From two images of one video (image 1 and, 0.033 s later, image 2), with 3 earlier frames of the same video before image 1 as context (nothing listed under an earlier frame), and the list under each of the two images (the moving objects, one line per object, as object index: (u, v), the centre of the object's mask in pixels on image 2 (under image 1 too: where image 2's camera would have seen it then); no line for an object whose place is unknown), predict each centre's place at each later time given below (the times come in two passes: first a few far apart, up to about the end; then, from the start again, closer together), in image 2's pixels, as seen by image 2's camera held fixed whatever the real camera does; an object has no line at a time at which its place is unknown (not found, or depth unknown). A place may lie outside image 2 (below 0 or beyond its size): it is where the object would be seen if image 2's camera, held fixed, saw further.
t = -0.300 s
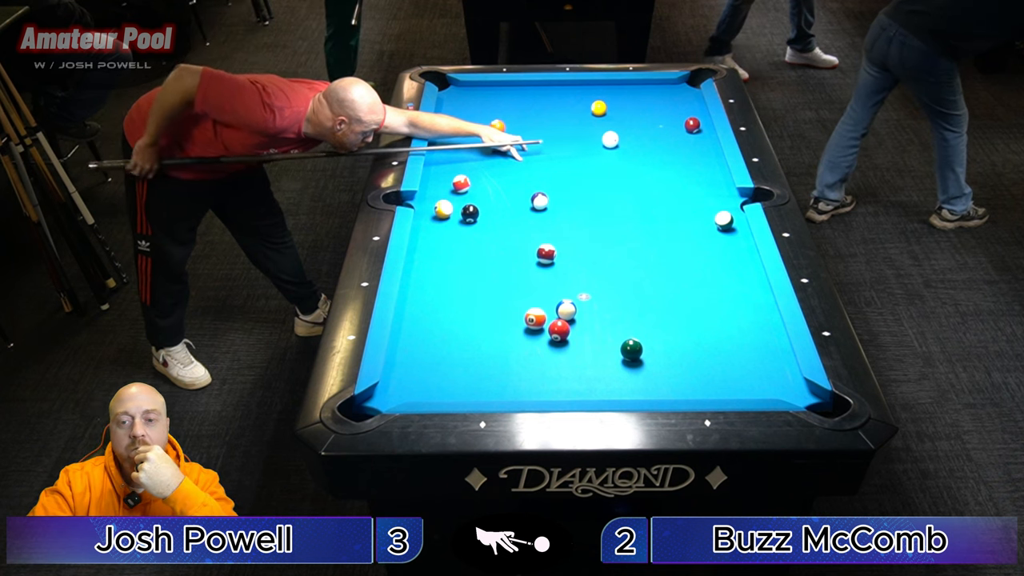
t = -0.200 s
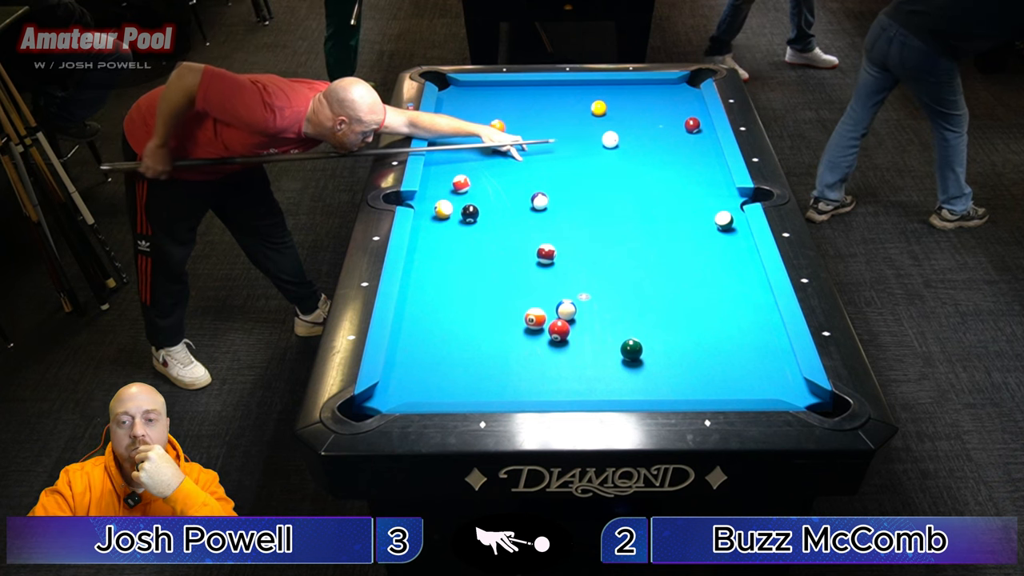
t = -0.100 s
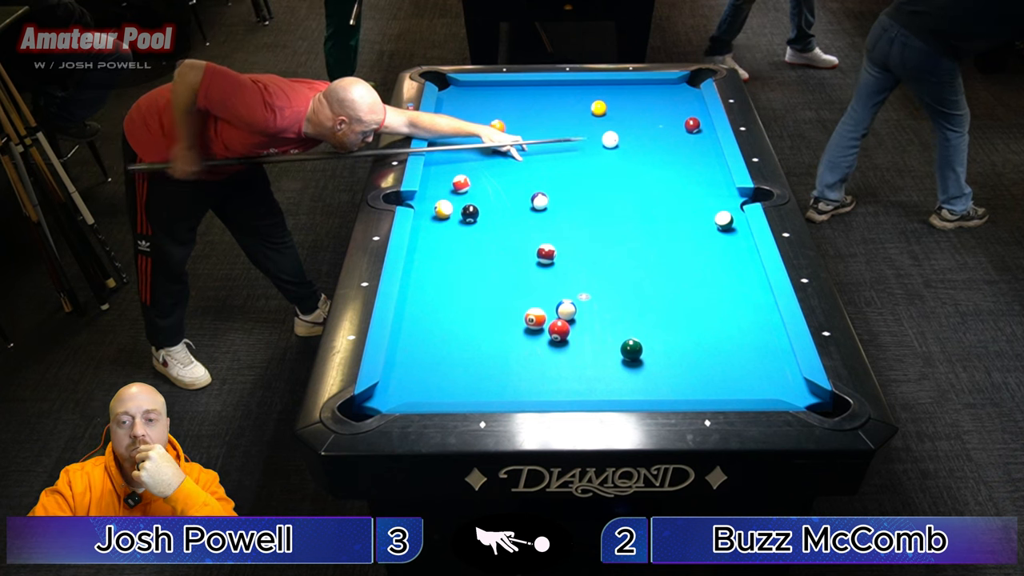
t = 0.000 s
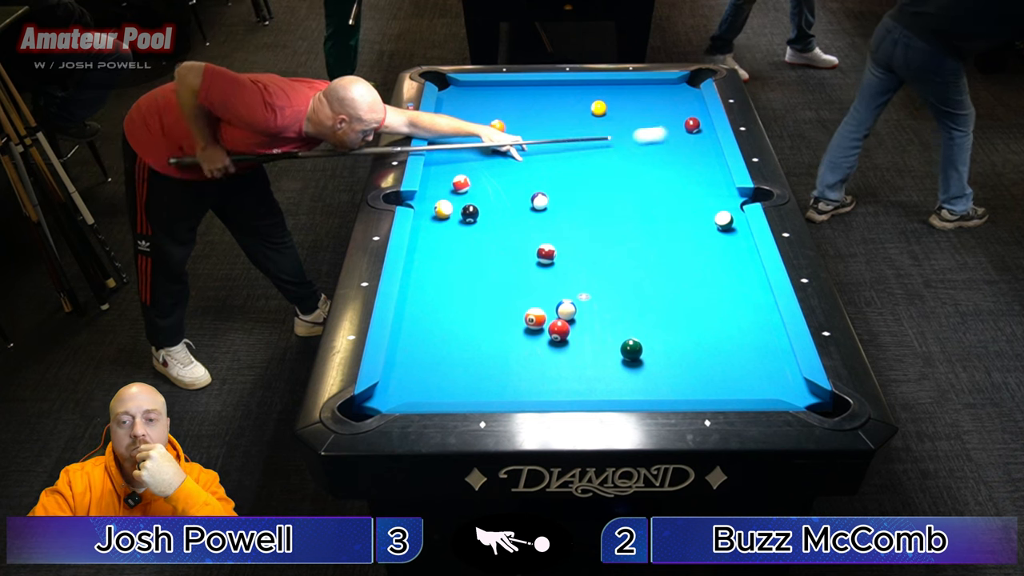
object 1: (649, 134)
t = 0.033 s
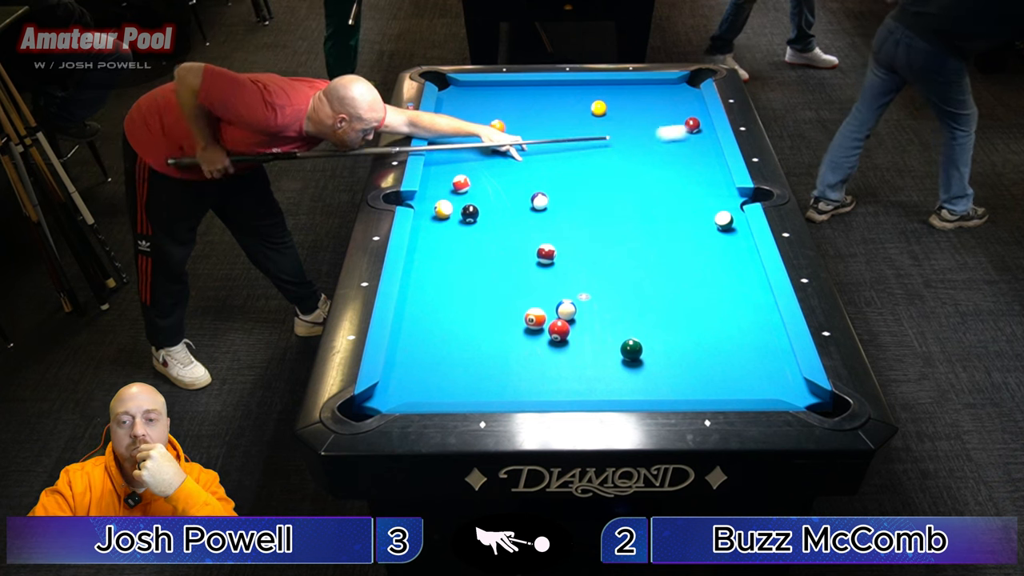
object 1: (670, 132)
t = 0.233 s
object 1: (651, 134)
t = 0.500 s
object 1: (560, 139)
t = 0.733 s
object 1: (480, 143)
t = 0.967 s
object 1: (456, 146)
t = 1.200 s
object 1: (501, 147)
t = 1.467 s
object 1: (552, 147)
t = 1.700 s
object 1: (595, 148)
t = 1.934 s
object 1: (638, 149)
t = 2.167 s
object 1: (679, 150)
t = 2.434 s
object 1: (708, 151)
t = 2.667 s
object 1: (684, 151)
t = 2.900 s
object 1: (661, 152)
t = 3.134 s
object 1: (639, 153)
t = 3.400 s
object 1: (615, 153)
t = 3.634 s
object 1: (596, 154)
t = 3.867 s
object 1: (578, 155)
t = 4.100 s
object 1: (562, 156)
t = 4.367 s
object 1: (544, 156)
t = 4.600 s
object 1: (530, 157)
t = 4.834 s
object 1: (517, 158)
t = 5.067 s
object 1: (505, 159)
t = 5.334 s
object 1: (493, 159)
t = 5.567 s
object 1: (484, 160)
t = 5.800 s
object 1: (476, 160)
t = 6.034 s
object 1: (470, 161)
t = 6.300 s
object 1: (464, 161)
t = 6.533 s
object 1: (460, 162)
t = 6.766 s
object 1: (457, 162)
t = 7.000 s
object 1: (455, 163)
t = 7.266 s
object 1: (455, 163)
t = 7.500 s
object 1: (455, 163)
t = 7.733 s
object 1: (455, 163)
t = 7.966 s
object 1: (455, 163)
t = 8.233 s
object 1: (455, 163)
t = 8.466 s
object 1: (455, 163)
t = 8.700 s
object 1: (455, 163)
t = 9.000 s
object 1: (453, 161)
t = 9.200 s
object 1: (455, 162)
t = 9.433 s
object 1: (455, 163)
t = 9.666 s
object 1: (455, 163)
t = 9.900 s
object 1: (455, 163)
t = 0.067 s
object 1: (693, 131)
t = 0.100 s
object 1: (704, 132)
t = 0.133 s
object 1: (691, 132)
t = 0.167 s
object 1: (676, 133)
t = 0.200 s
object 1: (664, 134)
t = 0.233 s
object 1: (651, 134)
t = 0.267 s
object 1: (640, 135)
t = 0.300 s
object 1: (628, 135)
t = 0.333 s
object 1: (617, 136)
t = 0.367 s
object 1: (605, 137)
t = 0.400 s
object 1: (594, 137)
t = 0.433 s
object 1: (583, 138)
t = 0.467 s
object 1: (571, 138)
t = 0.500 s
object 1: (560, 139)
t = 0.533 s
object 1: (548, 140)
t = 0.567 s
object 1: (537, 140)
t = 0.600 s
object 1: (526, 141)
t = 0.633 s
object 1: (515, 141)
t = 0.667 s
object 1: (503, 142)
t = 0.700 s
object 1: (492, 143)
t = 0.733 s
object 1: (480, 143)
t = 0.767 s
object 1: (469, 143)
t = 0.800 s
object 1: (458, 144)
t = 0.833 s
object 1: (447, 145)
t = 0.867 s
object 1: (437, 145)
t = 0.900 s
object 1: (441, 145)
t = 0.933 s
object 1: (449, 145)
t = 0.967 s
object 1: (456, 146)
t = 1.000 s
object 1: (462, 146)
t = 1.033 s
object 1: (469, 146)
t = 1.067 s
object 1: (475, 146)
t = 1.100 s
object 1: (482, 146)
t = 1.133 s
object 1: (488, 146)
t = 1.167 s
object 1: (495, 146)
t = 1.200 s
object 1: (501, 147)
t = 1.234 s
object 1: (508, 147)
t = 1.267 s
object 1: (514, 147)
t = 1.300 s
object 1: (520, 147)
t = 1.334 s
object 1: (527, 147)
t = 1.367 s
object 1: (533, 147)
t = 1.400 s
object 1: (540, 147)
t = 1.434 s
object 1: (546, 147)
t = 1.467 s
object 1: (552, 147)
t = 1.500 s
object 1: (558, 148)
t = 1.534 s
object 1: (564, 148)
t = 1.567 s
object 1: (571, 148)
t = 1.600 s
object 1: (577, 148)
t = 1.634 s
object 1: (583, 148)
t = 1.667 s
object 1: (589, 148)
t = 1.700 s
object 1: (595, 148)
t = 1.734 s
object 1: (601, 148)
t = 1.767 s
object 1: (607, 148)
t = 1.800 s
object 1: (614, 148)
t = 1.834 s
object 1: (620, 149)
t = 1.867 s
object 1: (626, 149)
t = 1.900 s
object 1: (631, 149)
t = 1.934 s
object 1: (638, 149)
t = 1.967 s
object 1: (644, 149)
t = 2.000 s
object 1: (650, 149)
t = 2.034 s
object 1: (655, 149)
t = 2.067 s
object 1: (661, 149)
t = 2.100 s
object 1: (667, 150)
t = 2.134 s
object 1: (673, 150)
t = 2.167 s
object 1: (679, 150)
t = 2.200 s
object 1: (684, 150)
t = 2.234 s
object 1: (690, 150)
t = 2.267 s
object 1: (696, 150)
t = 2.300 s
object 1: (701, 150)
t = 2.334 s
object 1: (707, 150)
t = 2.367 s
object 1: (713, 150)
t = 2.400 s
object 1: (711, 151)
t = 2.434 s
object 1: (708, 151)
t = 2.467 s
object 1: (704, 151)
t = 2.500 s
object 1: (701, 151)
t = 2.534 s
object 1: (697, 151)
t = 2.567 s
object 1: (694, 151)
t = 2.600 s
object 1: (690, 151)
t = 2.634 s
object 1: (687, 151)
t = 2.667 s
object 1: (684, 151)
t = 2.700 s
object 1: (680, 152)
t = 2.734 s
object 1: (677, 152)
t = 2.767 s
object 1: (673, 152)
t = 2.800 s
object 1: (670, 152)
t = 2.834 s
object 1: (667, 152)
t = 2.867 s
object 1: (664, 152)
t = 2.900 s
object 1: (661, 152)
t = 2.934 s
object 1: (658, 152)
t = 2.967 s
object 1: (655, 152)
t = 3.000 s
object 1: (651, 152)
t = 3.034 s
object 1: (648, 152)
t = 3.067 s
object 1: (645, 152)
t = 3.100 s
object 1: (642, 153)
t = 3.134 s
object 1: (639, 153)
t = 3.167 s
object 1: (636, 153)
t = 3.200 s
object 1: (633, 153)
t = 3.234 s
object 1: (630, 153)
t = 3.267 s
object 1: (627, 153)
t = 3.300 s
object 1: (624, 153)
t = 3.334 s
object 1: (621, 153)
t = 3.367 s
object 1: (618, 153)
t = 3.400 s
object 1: (615, 153)
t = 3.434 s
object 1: (613, 153)
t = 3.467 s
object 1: (610, 154)
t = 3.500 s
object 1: (607, 154)
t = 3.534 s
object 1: (604, 154)
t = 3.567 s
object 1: (602, 154)
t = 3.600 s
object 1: (599, 154)
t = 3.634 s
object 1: (596, 154)
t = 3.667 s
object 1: (594, 154)
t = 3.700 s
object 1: (591, 154)
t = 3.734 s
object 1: (588, 154)
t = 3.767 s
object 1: (586, 155)
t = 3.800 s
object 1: (583, 155)
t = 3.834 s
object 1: (581, 155)
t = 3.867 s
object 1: (578, 155)
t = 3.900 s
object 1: (576, 155)
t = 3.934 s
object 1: (573, 155)
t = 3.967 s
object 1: (571, 155)
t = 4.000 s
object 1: (569, 155)
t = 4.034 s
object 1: (566, 155)
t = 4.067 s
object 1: (564, 155)
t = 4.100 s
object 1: (562, 156)
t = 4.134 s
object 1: (560, 156)
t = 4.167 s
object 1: (557, 156)
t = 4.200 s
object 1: (555, 156)
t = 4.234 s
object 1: (553, 156)
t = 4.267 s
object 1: (551, 156)
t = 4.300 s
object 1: (548, 156)
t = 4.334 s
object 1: (546, 156)
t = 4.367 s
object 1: (544, 156)
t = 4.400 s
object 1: (542, 156)
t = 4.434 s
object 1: (540, 156)
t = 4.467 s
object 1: (538, 157)
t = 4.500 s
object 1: (536, 157)
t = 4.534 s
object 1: (534, 157)
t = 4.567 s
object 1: (532, 157)
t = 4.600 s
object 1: (530, 157)
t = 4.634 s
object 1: (528, 157)
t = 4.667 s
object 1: (526, 157)
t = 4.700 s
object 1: (524, 157)
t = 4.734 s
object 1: (522, 158)
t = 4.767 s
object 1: (520, 158)
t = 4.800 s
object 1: (519, 158)
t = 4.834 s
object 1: (517, 158)
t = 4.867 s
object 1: (515, 158)
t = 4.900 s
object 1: (513, 158)
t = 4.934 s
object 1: (512, 158)
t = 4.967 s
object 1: (510, 158)
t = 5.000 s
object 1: (508, 158)
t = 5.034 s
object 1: (507, 159)
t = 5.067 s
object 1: (505, 159)
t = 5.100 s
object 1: (504, 159)
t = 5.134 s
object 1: (502, 159)
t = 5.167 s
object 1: (501, 159)
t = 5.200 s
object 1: (499, 159)
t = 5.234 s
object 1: (498, 159)
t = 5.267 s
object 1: (496, 159)
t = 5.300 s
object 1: (495, 159)
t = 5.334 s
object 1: (493, 159)
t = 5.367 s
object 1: (492, 159)
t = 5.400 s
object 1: (490, 160)
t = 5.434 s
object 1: (489, 160)
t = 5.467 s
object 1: (488, 160)
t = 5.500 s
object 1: (486, 160)
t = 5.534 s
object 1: (485, 160)
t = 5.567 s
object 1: (484, 160)
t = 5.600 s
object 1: (483, 160)
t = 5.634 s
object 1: (482, 160)
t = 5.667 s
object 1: (480, 160)
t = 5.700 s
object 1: (479, 160)
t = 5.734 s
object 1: (478, 160)
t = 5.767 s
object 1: (477, 160)
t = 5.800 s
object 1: (476, 160)
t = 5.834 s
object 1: (475, 160)
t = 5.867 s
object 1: (474, 160)
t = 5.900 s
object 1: (473, 161)
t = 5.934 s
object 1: (472, 161)
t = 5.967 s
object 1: (471, 161)
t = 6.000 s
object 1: (470, 161)
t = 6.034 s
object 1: (470, 161)
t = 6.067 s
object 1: (469, 161)
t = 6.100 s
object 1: (468, 161)
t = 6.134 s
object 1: (467, 161)
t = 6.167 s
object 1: (467, 161)
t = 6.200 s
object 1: (466, 161)
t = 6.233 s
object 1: (465, 161)
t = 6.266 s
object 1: (464, 161)
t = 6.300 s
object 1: (464, 161)
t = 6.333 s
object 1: (463, 161)
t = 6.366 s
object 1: (462, 161)
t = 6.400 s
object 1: (462, 161)
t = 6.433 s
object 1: (461, 162)
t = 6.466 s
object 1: (461, 162)
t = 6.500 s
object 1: (460, 162)
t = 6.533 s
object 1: (460, 162)
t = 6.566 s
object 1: (459, 162)
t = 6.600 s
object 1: (459, 162)
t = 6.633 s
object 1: (458, 162)
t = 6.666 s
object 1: (458, 162)
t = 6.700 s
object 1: (458, 162)
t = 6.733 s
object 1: (457, 162)
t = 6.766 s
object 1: (457, 162)
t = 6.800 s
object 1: (457, 162)
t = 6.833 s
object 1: (456, 162)
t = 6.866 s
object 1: (456, 162)
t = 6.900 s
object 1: (456, 162)
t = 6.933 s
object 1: (455, 162)
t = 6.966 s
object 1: (455, 162)
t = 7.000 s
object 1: (455, 163)
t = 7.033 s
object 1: (455, 162)
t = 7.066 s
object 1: (455, 163)
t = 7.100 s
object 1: (455, 163)
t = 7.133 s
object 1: (455, 163)
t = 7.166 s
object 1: (455, 163)
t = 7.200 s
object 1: (455, 163)
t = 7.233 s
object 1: (455, 163)
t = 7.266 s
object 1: (455, 163)
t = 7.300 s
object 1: (455, 163)
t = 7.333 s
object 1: (455, 163)
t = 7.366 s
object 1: (455, 163)
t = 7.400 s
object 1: (455, 163)
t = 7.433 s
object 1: (455, 163)
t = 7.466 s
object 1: (455, 163)
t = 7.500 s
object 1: (455, 163)
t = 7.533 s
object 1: (455, 163)
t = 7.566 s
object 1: (455, 163)
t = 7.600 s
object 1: (455, 163)
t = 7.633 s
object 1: (455, 163)
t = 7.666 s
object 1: (455, 163)
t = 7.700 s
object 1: (455, 163)
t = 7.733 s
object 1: (455, 163)
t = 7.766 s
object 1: (455, 163)
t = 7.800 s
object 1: (455, 163)
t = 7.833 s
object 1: (455, 163)
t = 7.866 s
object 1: (455, 163)
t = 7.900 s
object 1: (455, 163)
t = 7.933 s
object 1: (455, 163)
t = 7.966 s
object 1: (455, 163)
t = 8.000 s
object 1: (455, 163)
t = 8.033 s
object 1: (455, 163)
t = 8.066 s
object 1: (455, 163)
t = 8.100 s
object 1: (455, 163)
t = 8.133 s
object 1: (455, 163)
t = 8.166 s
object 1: (455, 163)
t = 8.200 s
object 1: (455, 163)
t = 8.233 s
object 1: (455, 163)
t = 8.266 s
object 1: (455, 163)
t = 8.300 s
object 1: (455, 163)
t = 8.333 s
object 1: (455, 163)
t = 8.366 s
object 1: (455, 163)
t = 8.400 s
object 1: (455, 163)
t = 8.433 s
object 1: (455, 163)
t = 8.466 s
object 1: (455, 163)
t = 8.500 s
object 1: (455, 163)
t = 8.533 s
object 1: (455, 163)
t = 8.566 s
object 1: (455, 163)
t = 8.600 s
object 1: (455, 163)
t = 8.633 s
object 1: (455, 163)
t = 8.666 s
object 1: (455, 163)
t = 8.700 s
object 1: (455, 163)
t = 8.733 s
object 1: (455, 163)
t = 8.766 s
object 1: (455, 163)
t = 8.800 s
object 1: (455, 163)
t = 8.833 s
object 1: (455, 162)
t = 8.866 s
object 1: (458, 159)
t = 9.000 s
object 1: (453, 161)
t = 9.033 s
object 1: (455, 162)
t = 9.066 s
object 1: (455, 162)
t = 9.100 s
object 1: (455, 162)
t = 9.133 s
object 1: (455, 162)
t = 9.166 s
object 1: (455, 162)
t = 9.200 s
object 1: (455, 162)
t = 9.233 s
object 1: (455, 162)
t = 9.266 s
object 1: (455, 162)
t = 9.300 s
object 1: (455, 162)
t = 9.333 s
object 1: (455, 163)
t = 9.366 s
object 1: (455, 163)
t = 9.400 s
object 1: (455, 163)
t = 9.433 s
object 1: (455, 163)
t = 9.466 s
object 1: (455, 163)
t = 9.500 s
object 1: (455, 163)
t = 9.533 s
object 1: (455, 163)
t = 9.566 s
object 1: (455, 163)
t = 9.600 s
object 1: (455, 163)
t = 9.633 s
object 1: (455, 163)
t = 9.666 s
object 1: (455, 163)
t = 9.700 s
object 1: (455, 163)
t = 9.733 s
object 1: (455, 163)
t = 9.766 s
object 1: (455, 163)
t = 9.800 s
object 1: (455, 163)
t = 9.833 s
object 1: (455, 163)
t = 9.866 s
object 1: (455, 163)
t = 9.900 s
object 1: (455, 163)
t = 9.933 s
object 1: (455, 163)
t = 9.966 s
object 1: (455, 163)
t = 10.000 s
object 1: (455, 163)
